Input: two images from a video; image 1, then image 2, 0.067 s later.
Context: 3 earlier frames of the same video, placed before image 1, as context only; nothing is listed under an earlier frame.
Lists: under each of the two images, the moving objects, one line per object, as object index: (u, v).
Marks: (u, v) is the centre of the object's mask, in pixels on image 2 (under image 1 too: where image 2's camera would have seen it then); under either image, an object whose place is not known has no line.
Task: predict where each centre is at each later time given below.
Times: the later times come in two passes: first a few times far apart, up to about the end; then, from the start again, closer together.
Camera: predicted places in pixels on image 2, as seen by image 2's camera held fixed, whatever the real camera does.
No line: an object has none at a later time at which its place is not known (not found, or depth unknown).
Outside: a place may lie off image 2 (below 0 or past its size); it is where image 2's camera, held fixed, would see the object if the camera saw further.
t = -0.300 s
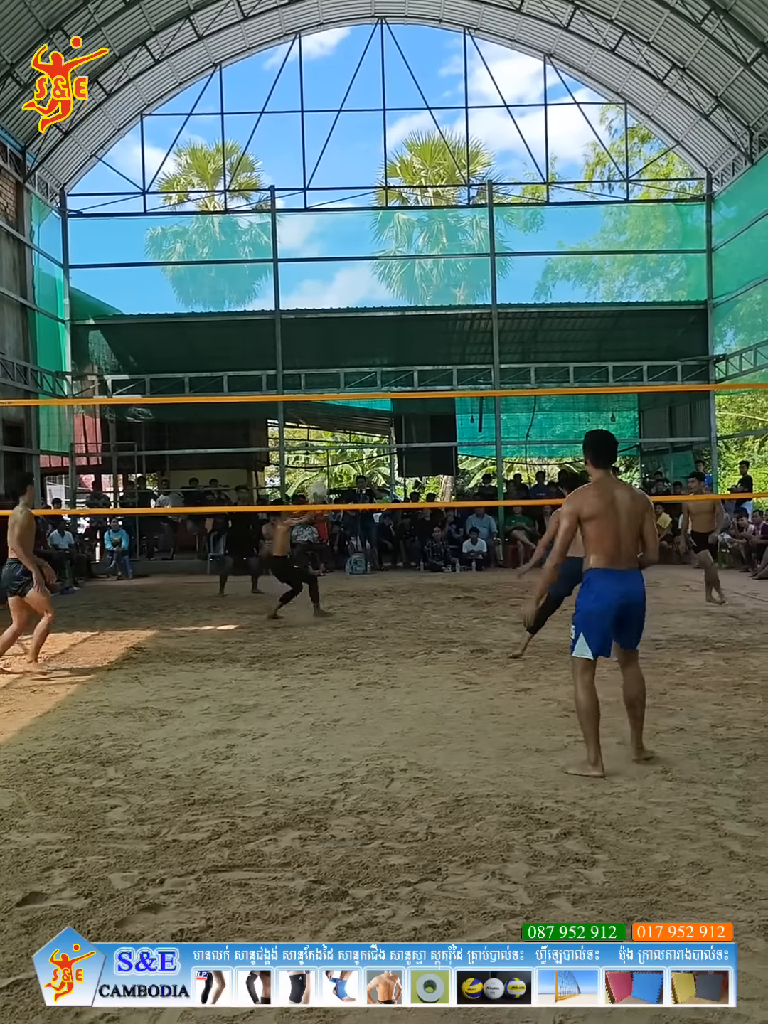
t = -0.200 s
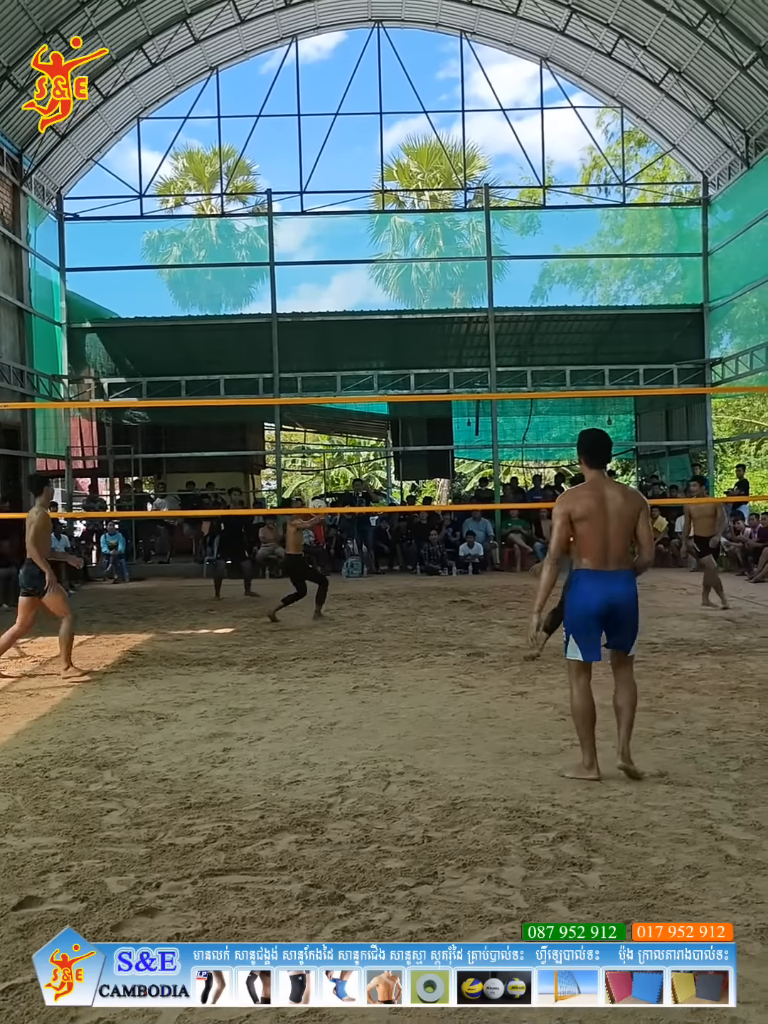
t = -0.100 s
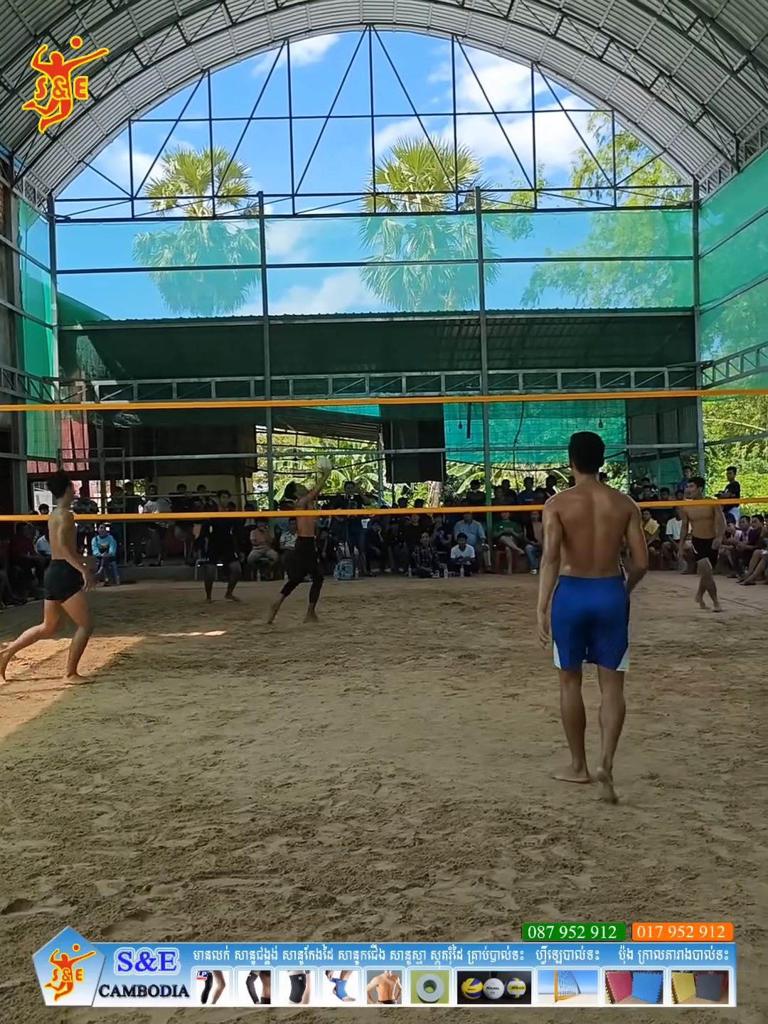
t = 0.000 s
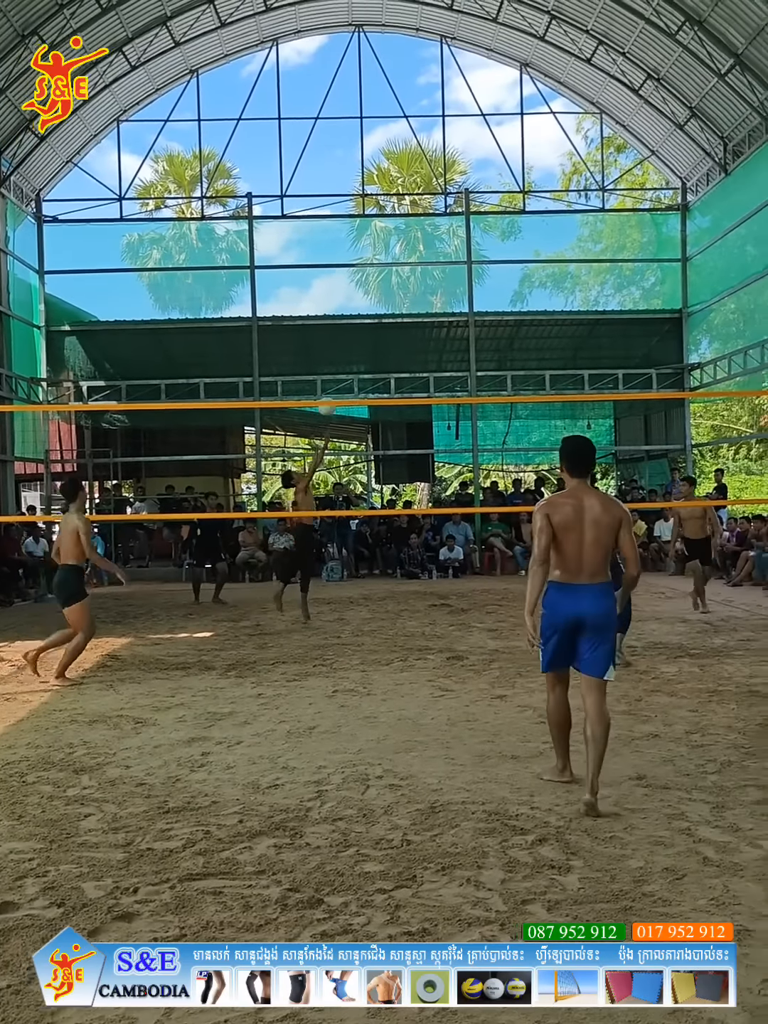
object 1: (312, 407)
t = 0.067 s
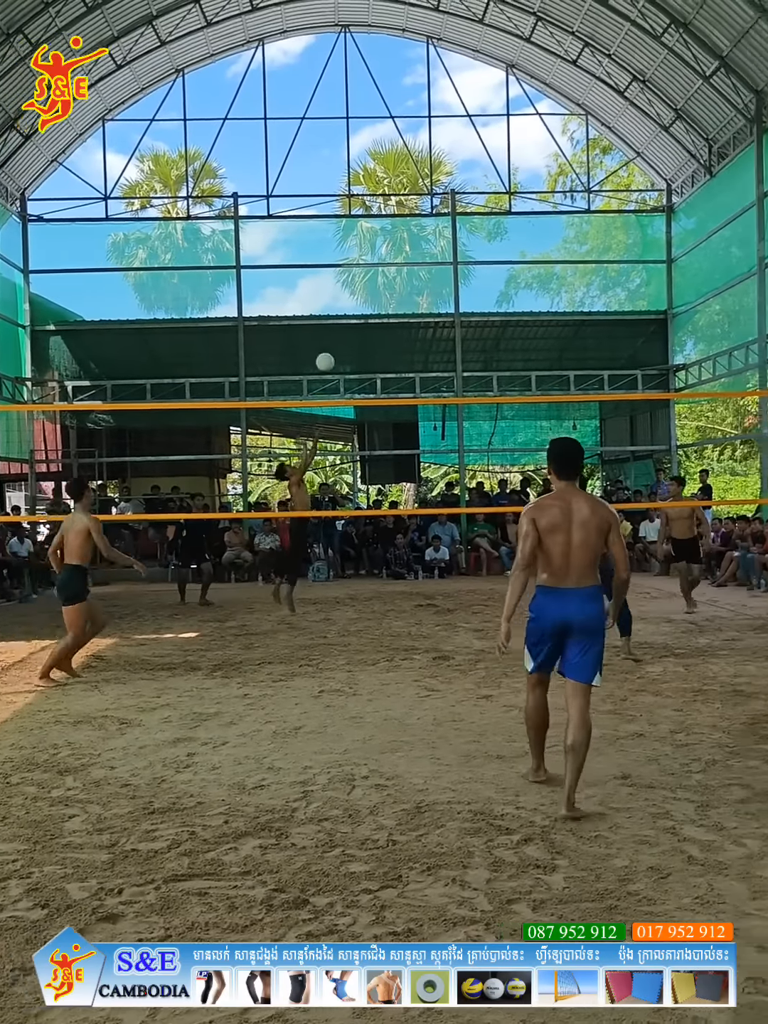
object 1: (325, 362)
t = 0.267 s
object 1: (360, 252)
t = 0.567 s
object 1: (412, 153)
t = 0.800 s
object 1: (457, 129)
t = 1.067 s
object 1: (513, 158)
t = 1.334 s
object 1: (573, 251)
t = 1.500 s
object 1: (611, 343)
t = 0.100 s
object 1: (331, 341)
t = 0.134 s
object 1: (337, 322)
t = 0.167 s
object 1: (342, 303)
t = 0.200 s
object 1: (348, 285)
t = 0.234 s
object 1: (354, 268)
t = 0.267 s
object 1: (360, 252)
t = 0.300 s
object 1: (366, 237)
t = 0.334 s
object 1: (372, 223)
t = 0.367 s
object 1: (377, 210)
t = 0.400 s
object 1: (384, 199)
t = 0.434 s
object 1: (389, 188)
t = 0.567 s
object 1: (412, 153)
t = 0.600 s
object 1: (418, 147)
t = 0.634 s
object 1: (425, 141)
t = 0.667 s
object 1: (431, 137)
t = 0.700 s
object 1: (437, 134)
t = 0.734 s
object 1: (440, 132)
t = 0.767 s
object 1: (453, 129)
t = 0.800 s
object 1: (457, 129)
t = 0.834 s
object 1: (464, 129)
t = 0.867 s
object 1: (470, 130)
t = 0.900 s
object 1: (474, 131)
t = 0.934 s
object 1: (484, 136)
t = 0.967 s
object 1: (495, 143)
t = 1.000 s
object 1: (499, 145)
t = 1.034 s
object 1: (506, 151)
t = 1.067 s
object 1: (513, 158)
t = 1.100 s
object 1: (520, 166)
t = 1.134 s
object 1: (528, 176)
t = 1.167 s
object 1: (535, 186)
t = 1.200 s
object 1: (543, 197)
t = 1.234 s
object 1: (550, 209)
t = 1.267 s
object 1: (558, 222)
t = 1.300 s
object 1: (565, 236)
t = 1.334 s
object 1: (573, 251)
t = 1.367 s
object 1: (581, 268)
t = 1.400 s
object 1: (588, 285)
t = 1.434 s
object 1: (596, 303)
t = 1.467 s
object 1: (603, 322)
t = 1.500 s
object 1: (611, 343)
